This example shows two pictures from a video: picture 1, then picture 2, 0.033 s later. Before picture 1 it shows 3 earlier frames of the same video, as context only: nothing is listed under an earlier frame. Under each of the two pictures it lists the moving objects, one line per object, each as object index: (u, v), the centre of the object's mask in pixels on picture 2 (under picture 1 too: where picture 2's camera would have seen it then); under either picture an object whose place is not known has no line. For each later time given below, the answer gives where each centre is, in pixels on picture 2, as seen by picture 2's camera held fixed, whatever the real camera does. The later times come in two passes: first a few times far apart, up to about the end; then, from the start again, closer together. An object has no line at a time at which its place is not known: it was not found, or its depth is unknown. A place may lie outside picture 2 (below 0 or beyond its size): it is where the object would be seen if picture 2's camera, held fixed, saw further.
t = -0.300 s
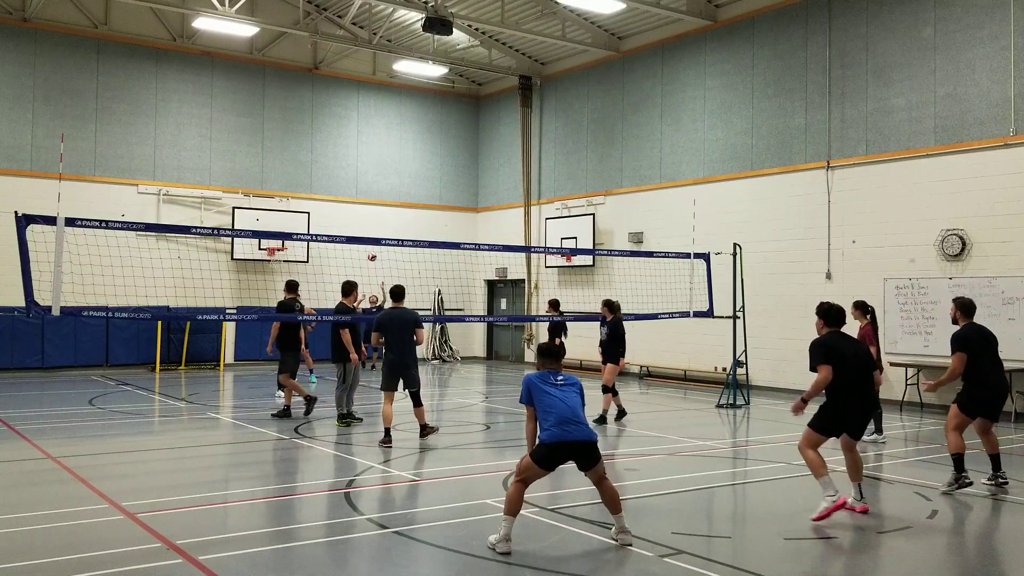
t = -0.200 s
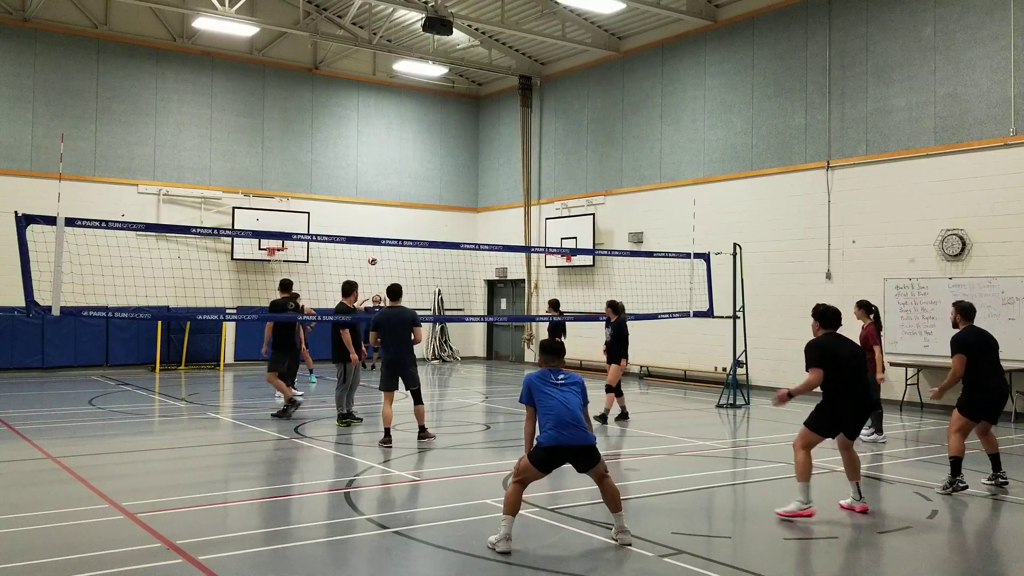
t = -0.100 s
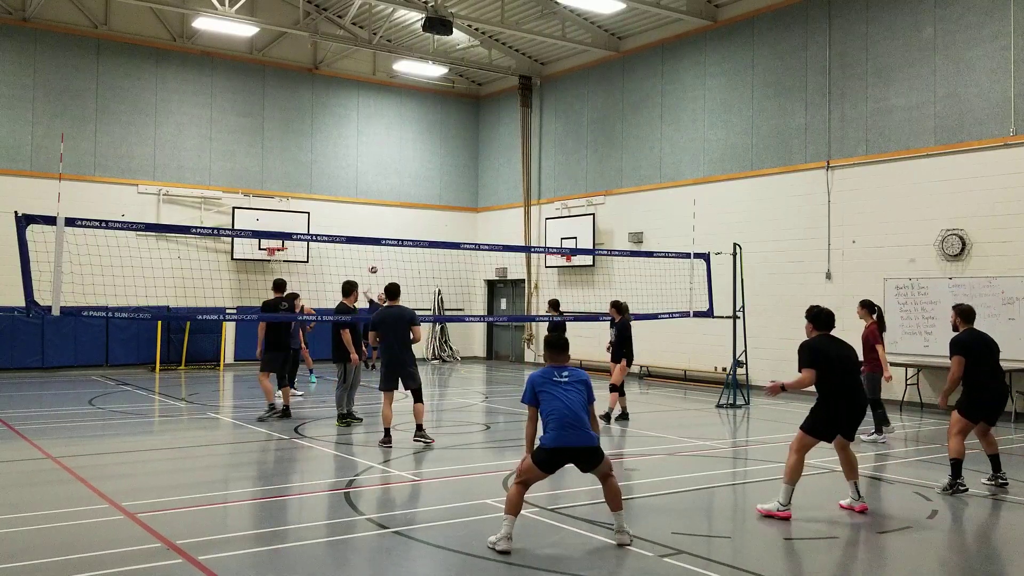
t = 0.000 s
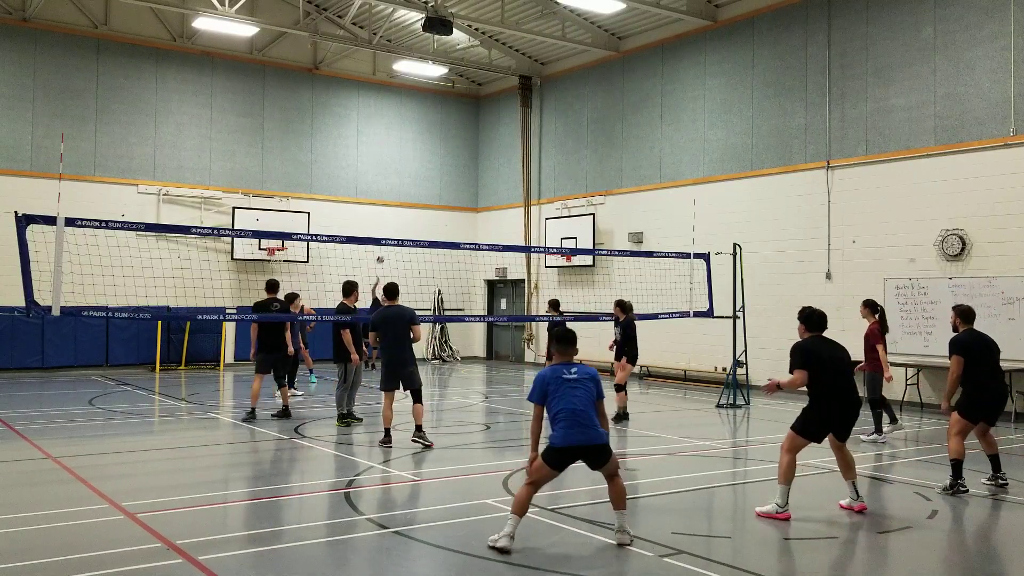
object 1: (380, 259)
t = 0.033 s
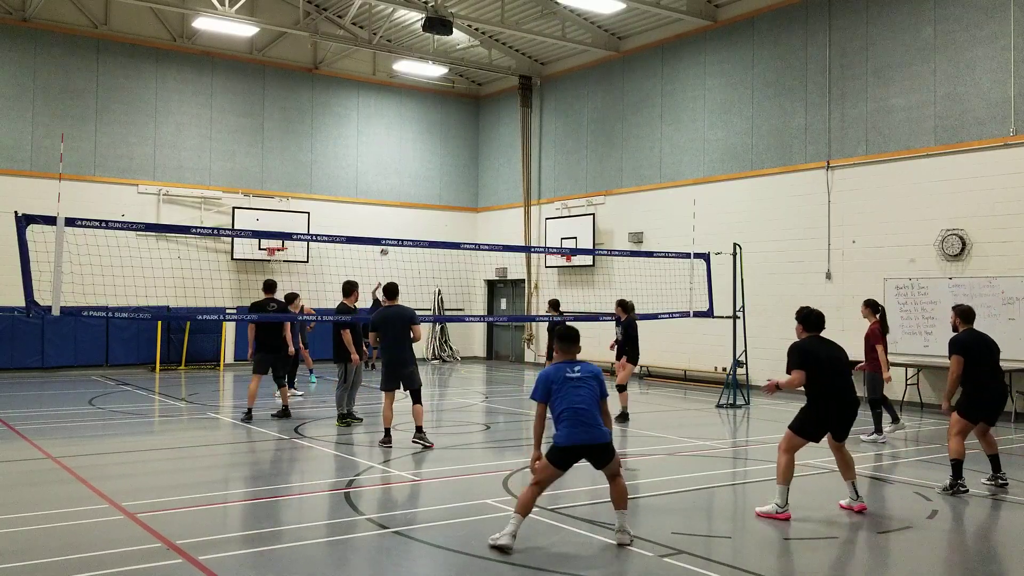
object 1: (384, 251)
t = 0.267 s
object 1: (414, 202)
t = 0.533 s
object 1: (448, 171)
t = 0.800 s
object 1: (495, 184)
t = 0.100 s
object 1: (393, 235)
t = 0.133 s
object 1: (397, 229)
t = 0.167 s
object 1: (401, 222)
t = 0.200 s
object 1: (405, 215)
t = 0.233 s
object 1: (410, 207)
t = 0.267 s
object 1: (414, 202)
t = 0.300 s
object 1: (418, 196)
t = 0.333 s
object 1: (423, 191)
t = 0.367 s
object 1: (427, 186)
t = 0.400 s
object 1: (431, 182)
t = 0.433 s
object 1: (434, 178)
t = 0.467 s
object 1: (439, 175)
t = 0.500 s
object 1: (443, 173)
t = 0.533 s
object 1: (448, 171)
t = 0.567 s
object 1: (453, 170)
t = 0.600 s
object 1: (459, 169)
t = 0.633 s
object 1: (464, 169)
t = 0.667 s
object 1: (470, 170)
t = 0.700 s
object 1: (475, 172)
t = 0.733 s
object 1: (481, 175)
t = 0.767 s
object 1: (488, 179)
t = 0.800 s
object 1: (495, 184)
